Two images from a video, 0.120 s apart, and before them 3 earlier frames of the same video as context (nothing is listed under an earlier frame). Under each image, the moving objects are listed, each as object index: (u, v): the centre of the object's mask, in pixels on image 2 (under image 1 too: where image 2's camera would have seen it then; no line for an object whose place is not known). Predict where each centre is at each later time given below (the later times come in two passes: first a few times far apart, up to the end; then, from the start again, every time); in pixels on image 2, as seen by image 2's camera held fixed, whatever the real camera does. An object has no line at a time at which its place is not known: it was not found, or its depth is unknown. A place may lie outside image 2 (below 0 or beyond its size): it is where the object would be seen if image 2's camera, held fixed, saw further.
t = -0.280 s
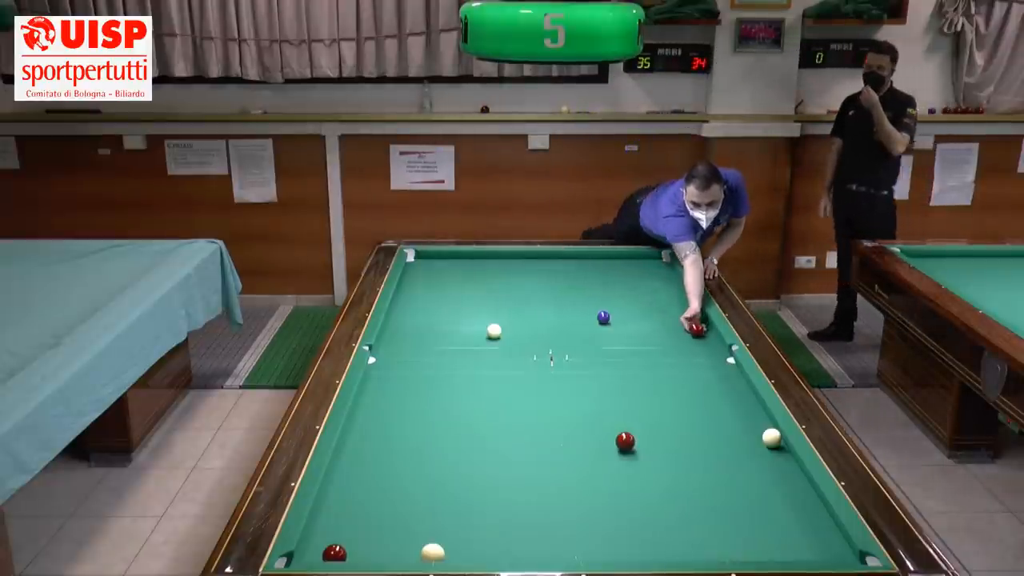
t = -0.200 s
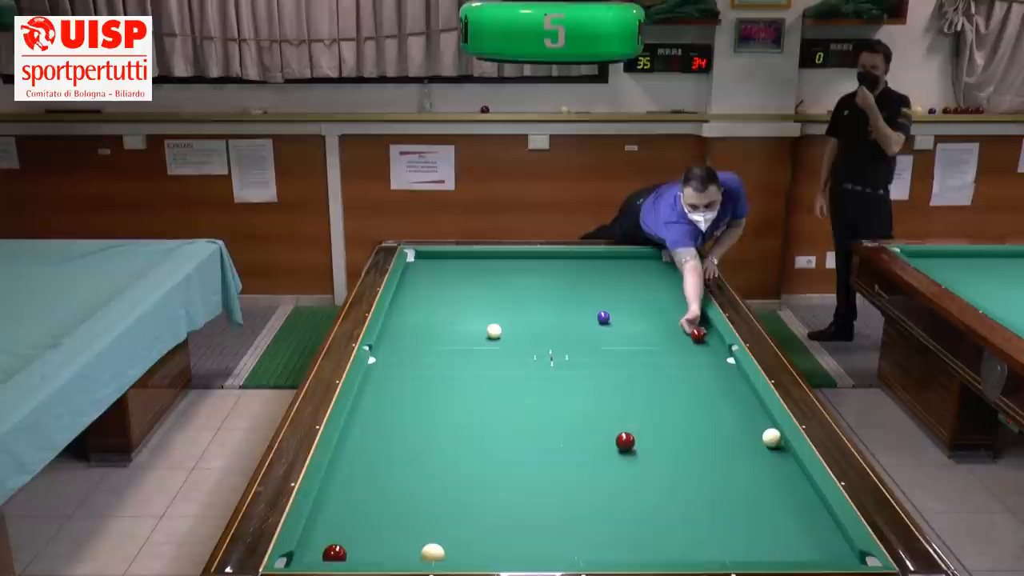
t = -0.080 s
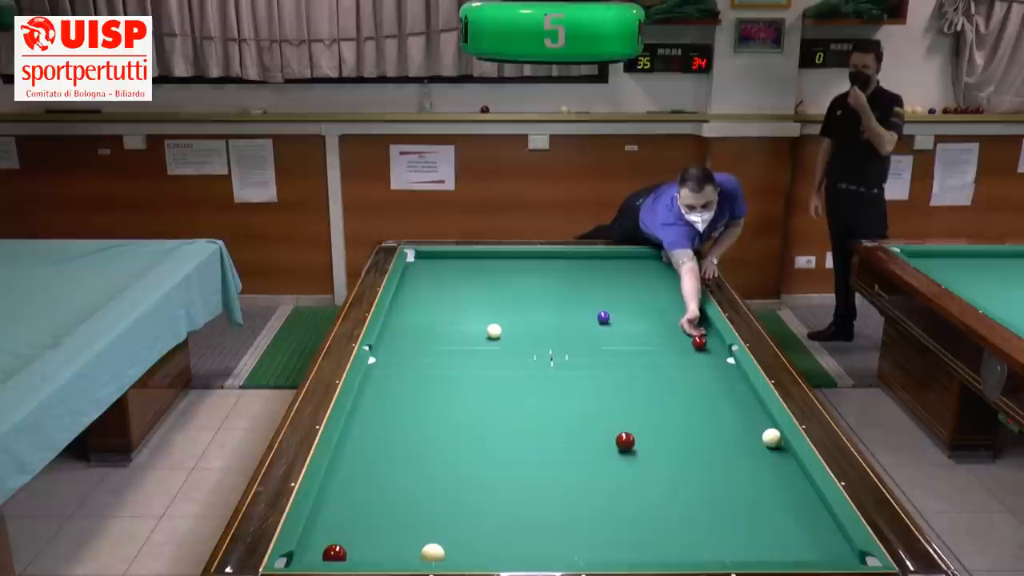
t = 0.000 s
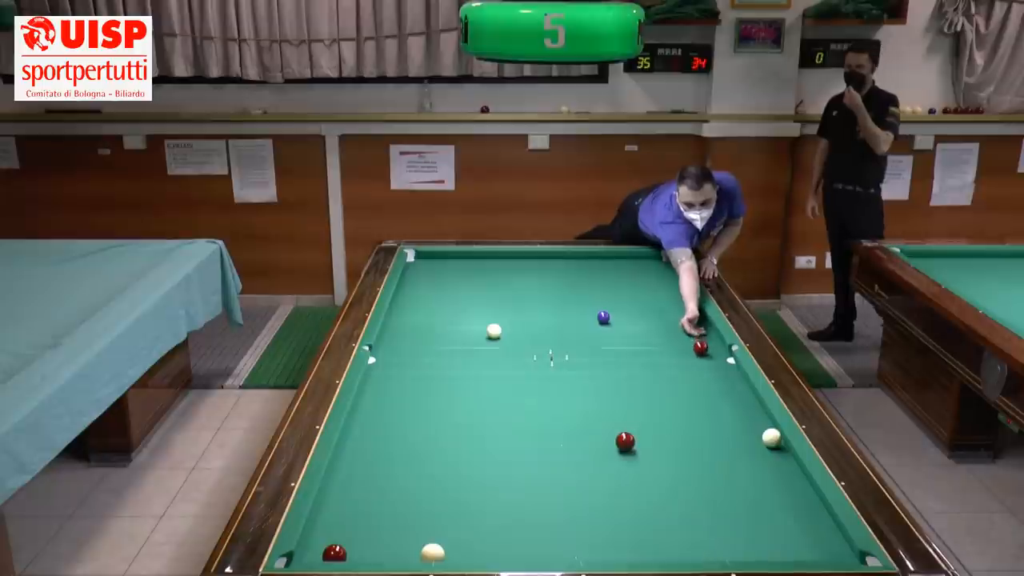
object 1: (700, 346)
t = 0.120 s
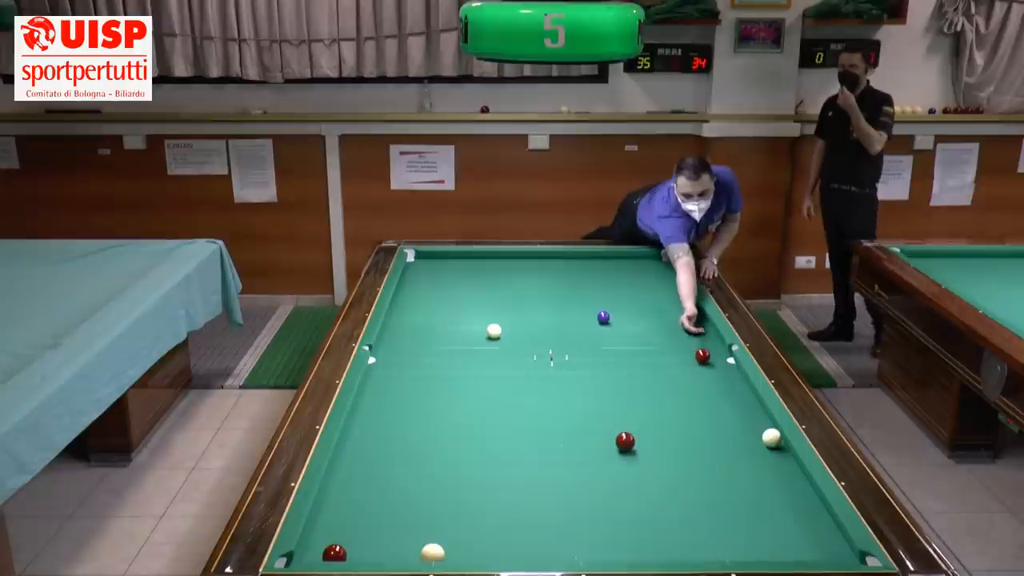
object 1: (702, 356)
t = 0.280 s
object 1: (705, 368)
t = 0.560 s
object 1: (711, 389)
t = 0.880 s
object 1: (717, 416)
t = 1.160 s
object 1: (724, 441)
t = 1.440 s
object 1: (731, 470)
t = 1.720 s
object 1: (739, 501)
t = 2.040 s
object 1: (748, 541)
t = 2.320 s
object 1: (745, 549)
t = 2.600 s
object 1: (730, 527)
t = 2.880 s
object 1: (716, 507)
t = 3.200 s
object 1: (703, 485)
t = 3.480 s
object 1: (692, 469)
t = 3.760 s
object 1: (683, 453)
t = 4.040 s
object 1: (674, 439)
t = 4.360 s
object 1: (665, 425)
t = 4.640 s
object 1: (658, 414)
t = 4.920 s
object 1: (651, 404)
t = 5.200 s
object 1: (646, 395)
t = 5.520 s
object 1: (640, 385)
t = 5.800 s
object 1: (636, 378)
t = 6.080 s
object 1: (631, 371)
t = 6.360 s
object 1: (627, 364)
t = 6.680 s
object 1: (623, 358)
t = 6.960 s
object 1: (620, 353)
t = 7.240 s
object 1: (617, 348)
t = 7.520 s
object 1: (614, 343)
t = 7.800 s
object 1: (611, 339)
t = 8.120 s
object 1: (609, 335)
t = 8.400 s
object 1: (607, 332)
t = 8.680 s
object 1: (605, 329)
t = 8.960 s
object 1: (604, 327)
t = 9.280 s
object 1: (603, 325)
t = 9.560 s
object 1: (602, 323)
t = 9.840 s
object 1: (601, 322)
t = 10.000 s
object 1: (600, 321)
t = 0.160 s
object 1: (703, 359)
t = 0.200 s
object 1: (704, 362)
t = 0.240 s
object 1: (705, 365)
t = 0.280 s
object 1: (705, 368)
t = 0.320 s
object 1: (706, 370)
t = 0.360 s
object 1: (707, 373)
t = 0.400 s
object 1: (707, 376)
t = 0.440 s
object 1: (708, 379)
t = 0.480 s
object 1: (709, 382)
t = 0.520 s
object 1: (710, 386)
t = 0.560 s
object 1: (711, 389)
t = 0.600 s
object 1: (711, 392)
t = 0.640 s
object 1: (712, 395)
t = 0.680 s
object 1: (713, 399)
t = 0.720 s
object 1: (714, 402)
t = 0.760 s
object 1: (715, 405)
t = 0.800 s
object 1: (715, 409)
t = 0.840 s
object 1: (717, 412)
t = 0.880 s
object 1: (717, 416)
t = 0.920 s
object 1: (718, 419)
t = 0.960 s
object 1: (719, 423)
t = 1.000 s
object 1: (720, 426)
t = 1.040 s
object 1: (721, 430)
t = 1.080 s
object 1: (722, 434)
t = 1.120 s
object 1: (723, 437)
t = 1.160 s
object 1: (724, 441)
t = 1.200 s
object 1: (725, 445)
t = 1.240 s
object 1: (726, 449)
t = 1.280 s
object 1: (727, 453)
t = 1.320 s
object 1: (728, 457)
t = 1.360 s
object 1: (729, 461)
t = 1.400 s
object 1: (730, 466)
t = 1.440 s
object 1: (731, 470)
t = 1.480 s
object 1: (732, 474)
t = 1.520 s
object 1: (733, 478)
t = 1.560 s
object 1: (734, 483)
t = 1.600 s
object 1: (735, 487)
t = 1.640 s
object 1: (736, 492)
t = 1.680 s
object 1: (737, 497)
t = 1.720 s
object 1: (739, 501)
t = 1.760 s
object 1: (740, 506)
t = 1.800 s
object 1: (741, 511)
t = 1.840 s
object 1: (742, 516)
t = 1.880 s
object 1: (743, 521)
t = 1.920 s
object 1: (744, 526)
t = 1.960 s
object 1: (746, 531)
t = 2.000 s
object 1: (747, 536)
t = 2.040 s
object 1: (748, 541)
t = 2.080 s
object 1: (749, 546)
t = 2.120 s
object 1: (750, 550)
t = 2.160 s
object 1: (751, 553)
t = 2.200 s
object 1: (752, 555)
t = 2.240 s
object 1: (749, 553)
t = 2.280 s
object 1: (747, 551)
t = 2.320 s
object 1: (745, 549)
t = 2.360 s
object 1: (743, 547)
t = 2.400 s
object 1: (741, 544)
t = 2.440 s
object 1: (738, 540)
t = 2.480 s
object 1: (736, 537)
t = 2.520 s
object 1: (734, 534)
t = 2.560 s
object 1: (732, 531)
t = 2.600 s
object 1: (730, 527)
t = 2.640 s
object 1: (728, 524)
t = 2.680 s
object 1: (726, 521)
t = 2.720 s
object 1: (724, 518)
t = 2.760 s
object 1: (722, 515)
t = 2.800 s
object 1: (720, 512)
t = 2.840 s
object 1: (718, 509)
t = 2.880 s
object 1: (716, 507)
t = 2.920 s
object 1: (715, 504)
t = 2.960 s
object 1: (713, 501)
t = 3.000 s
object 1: (711, 498)
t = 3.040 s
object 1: (709, 496)
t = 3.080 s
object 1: (708, 493)
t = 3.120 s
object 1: (706, 490)
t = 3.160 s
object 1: (704, 488)
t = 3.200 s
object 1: (703, 485)
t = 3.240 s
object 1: (701, 483)
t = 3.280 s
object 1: (700, 480)
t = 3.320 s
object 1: (698, 478)
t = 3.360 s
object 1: (697, 476)
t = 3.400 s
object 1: (695, 473)
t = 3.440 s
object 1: (694, 471)
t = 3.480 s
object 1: (692, 469)
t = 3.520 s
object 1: (691, 466)
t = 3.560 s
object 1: (689, 464)
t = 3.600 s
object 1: (688, 462)
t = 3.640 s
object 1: (687, 459)
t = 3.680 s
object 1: (685, 457)
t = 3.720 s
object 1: (684, 455)
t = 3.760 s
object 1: (683, 453)
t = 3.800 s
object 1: (681, 451)
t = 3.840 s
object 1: (680, 449)
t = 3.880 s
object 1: (679, 447)
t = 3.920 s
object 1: (678, 445)
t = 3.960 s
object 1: (676, 443)
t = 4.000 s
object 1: (675, 441)
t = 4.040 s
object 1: (674, 439)
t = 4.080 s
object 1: (673, 438)
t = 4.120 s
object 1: (672, 436)
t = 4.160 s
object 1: (670, 434)
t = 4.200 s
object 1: (669, 432)
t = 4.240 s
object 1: (668, 430)
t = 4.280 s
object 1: (667, 429)
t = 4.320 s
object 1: (666, 427)
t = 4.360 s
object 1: (665, 425)
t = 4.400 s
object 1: (664, 424)
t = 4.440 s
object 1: (663, 422)
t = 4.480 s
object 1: (662, 420)
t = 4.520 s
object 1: (661, 419)
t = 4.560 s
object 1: (660, 417)
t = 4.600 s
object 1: (659, 416)
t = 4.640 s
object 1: (658, 414)
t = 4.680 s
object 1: (657, 413)
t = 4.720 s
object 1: (656, 411)
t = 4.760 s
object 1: (655, 410)
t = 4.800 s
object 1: (654, 408)
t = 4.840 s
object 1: (653, 407)
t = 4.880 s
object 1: (652, 406)
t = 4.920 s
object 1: (651, 404)
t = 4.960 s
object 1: (651, 403)
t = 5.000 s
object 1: (650, 401)
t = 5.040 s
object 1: (649, 400)
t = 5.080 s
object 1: (648, 399)
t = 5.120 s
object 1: (647, 398)
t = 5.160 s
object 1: (647, 396)
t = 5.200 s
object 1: (646, 395)
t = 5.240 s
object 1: (645, 394)
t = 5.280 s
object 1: (644, 393)
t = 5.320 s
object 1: (644, 391)
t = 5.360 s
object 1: (643, 390)
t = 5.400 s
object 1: (642, 389)
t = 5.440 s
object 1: (641, 388)
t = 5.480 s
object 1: (641, 386)
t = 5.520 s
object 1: (640, 385)
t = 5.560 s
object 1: (639, 384)
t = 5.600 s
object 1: (639, 383)
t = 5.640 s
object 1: (638, 382)
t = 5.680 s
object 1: (637, 381)
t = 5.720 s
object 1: (637, 380)
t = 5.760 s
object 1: (636, 379)
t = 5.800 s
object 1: (636, 378)
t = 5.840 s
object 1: (635, 376)
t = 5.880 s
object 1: (634, 376)
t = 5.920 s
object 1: (634, 375)
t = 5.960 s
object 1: (633, 374)
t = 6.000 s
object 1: (632, 373)
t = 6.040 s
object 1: (632, 372)
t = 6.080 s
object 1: (631, 371)
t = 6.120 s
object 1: (631, 370)
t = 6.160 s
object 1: (630, 369)
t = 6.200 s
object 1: (630, 368)
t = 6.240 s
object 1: (629, 367)
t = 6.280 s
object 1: (628, 366)
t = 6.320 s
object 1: (628, 365)
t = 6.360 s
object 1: (627, 364)
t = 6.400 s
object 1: (627, 364)
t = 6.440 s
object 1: (626, 363)
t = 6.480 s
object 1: (626, 362)
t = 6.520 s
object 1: (625, 361)
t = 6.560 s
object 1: (625, 360)
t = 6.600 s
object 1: (624, 360)
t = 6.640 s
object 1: (624, 359)
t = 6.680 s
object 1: (623, 358)
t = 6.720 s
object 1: (623, 357)
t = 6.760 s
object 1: (622, 356)
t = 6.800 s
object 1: (622, 355)
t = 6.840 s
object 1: (621, 355)
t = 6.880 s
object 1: (621, 354)
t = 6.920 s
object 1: (620, 353)
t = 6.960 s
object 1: (620, 353)
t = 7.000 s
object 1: (619, 352)
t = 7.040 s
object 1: (619, 351)
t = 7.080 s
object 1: (619, 351)
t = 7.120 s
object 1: (618, 350)
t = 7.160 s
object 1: (618, 349)
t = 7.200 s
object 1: (617, 348)
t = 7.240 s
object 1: (617, 348)
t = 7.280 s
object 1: (616, 347)
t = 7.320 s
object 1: (616, 346)
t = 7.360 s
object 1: (615, 346)
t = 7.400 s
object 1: (615, 345)
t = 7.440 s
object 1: (615, 345)
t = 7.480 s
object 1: (614, 344)
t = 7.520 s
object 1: (614, 343)
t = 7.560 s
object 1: (614, 343)
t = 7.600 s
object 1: (613, 342)
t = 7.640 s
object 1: (613, 341)
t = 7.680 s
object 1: (612, 341)
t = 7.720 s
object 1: (612, 340)
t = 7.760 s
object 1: (612, 340)
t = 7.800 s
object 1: (611, 339)
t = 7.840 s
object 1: (611, 339)
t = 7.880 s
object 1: (610, 338)
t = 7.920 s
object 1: (610, 338)
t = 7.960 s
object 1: (610, 337)
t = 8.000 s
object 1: (610, 337)
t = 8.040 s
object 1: (609, 336)
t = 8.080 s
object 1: (609, 336)
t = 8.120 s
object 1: (609, 335)
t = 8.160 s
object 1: (608, 335)
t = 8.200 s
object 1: (608, 334)
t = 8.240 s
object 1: (608, 334)
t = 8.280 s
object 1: (608, 333)
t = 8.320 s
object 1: (607, 333)
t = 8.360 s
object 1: (607, 333)
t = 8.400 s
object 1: (607, 332)
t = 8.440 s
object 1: (607, 332)
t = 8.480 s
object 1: (606, 331)
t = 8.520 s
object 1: (606, 331)
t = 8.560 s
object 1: (606, 330)
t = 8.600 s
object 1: (606, 330)
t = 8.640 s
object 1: (606, 330)
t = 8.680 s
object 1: (605, 329)
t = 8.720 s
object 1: (605, 329)
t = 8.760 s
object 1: (605, 329)
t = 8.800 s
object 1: (605, 328)
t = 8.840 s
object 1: (605, 328)
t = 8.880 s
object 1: (604, 328)
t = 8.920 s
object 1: (604, 327)
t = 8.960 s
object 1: (604, 327)
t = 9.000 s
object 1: (604, 327)
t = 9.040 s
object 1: (604, 326)
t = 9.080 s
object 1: (603, 326)
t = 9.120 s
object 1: (603, 326)
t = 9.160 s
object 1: (603, 326)
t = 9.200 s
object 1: (603, 325)
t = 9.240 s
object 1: (603, 325)
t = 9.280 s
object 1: (603, 325)
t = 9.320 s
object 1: (603, 324)
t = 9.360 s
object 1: (603, 324)
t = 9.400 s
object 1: (603, 324)
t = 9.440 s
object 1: (603, 324)
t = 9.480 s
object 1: (602, 323)
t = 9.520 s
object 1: (602, 323)
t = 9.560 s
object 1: (602, 323)
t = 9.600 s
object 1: (602, 323)
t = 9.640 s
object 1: (602, 323)
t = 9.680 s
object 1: (602, 322)
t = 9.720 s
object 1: (601, 322)
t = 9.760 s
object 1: (601, 322)
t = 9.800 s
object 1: (601, 322)
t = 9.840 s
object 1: (601, 322)
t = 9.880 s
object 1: (601, 322)
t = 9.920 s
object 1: (601, 322)
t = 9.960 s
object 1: (601, 321)
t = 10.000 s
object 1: (600, 321)
